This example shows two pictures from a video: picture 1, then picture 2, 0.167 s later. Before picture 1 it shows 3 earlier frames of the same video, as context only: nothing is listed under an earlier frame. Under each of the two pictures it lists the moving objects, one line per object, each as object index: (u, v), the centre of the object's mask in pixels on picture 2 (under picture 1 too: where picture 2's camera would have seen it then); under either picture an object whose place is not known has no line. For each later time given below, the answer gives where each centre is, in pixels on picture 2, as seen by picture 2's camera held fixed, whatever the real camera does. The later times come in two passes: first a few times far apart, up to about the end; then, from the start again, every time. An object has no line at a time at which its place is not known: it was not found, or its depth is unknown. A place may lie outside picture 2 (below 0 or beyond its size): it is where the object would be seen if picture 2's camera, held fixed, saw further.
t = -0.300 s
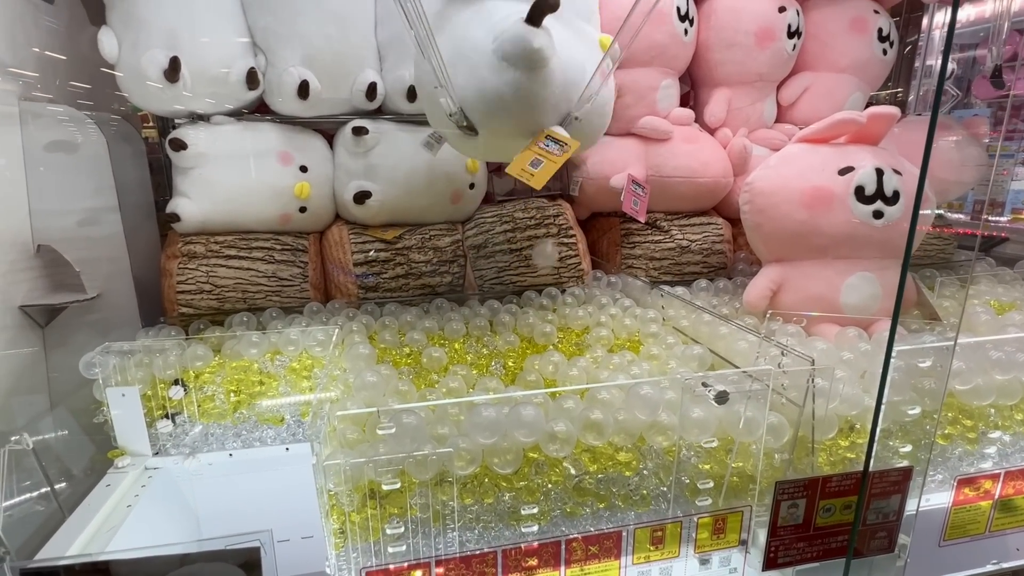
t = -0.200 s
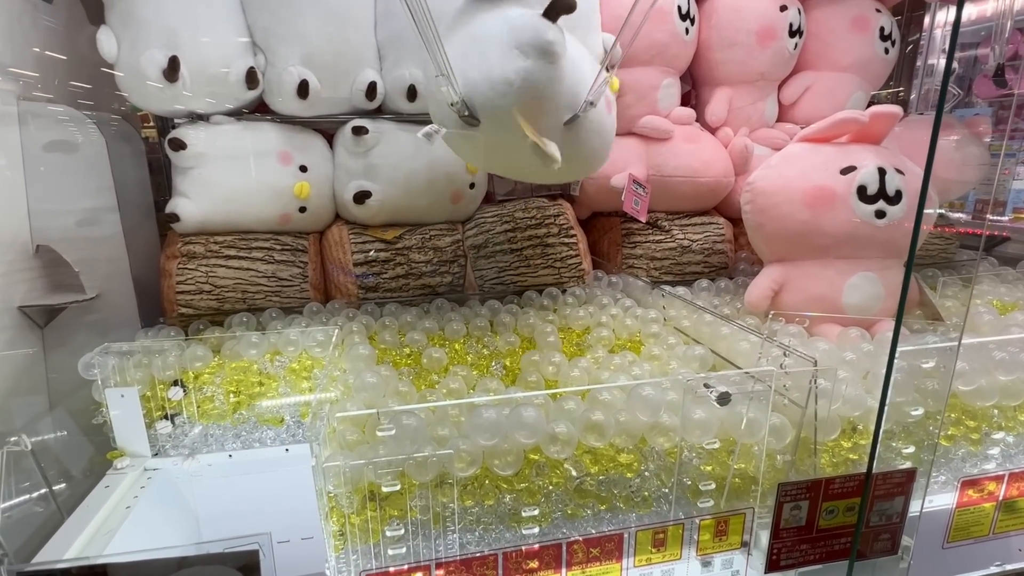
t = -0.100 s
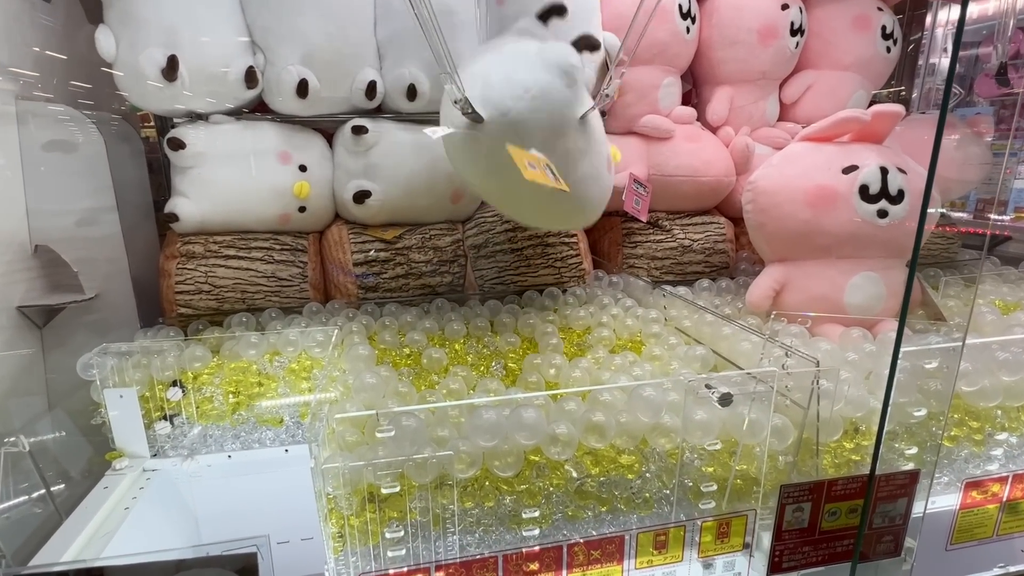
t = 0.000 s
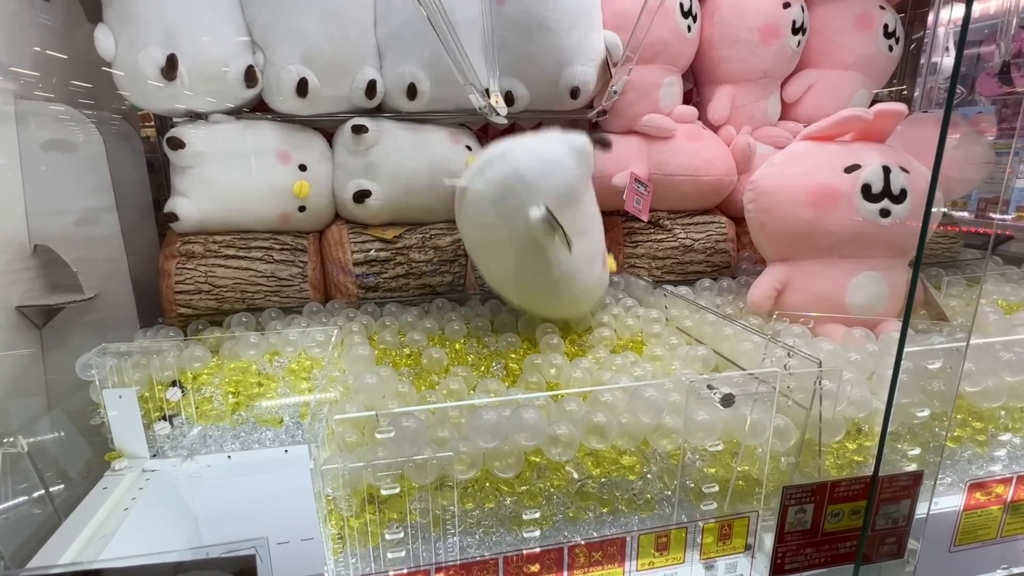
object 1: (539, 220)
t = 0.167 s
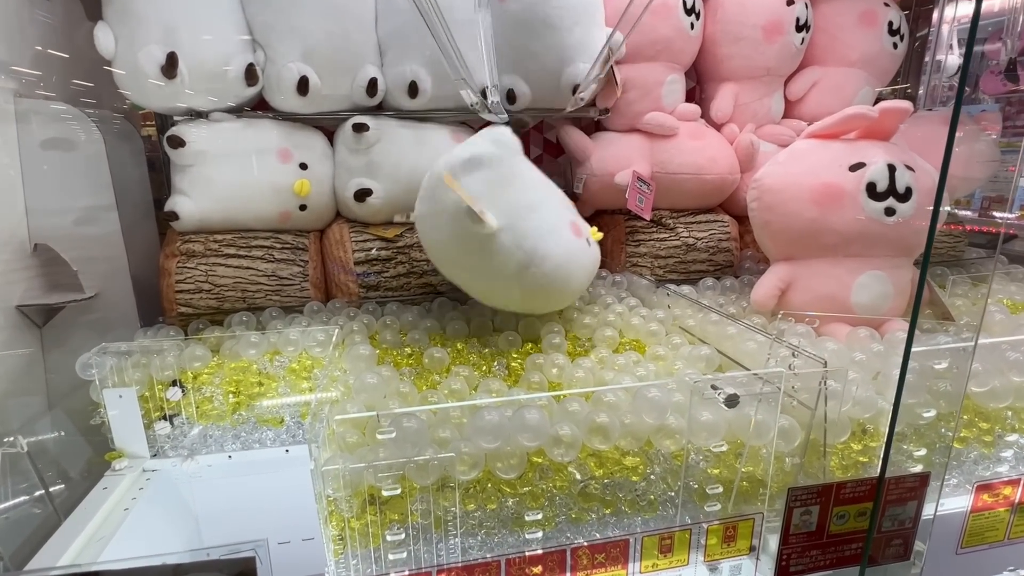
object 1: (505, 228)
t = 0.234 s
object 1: (491, 253)
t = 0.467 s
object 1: (427, 252)
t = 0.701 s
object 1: (433, 273)
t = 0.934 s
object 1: (467, 277)
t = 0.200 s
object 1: (498, 241)
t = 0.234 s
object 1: (491, 253)
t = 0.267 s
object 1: (481, 253)
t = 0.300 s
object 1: (470, 252)
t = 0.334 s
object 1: (459, 254)
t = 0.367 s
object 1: (448, 255)
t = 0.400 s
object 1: (440, 252)
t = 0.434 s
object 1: (433, 251)
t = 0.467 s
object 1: (427, 252)
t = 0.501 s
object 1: (421, 253)
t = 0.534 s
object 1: (418, 255)
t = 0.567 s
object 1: (417, 258)
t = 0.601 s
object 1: (418, 260)
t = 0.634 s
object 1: (421, 263)
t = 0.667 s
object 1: (426, 267)
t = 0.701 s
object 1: (433, 273)
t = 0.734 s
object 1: (441, 276)
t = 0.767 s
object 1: (448, 278)
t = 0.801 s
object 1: (456, 278)
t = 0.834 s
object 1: (462, 278)
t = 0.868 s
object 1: (466, 276)
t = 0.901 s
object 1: (467, 277)
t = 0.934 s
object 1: (467, 277)
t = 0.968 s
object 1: (465, 278)
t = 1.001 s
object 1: (463, 279)
